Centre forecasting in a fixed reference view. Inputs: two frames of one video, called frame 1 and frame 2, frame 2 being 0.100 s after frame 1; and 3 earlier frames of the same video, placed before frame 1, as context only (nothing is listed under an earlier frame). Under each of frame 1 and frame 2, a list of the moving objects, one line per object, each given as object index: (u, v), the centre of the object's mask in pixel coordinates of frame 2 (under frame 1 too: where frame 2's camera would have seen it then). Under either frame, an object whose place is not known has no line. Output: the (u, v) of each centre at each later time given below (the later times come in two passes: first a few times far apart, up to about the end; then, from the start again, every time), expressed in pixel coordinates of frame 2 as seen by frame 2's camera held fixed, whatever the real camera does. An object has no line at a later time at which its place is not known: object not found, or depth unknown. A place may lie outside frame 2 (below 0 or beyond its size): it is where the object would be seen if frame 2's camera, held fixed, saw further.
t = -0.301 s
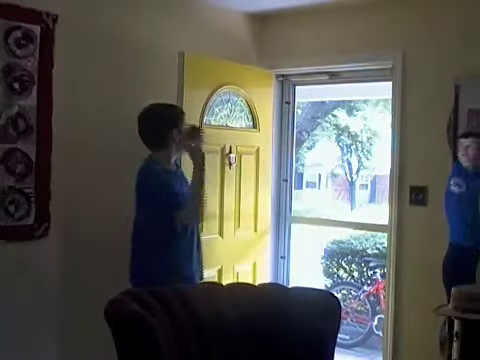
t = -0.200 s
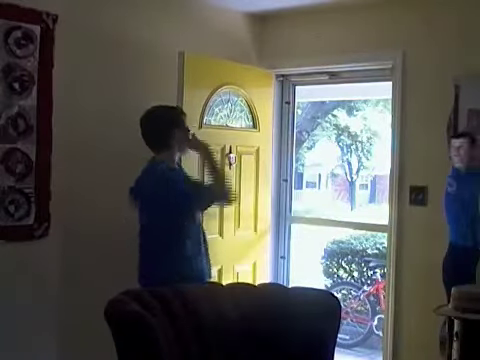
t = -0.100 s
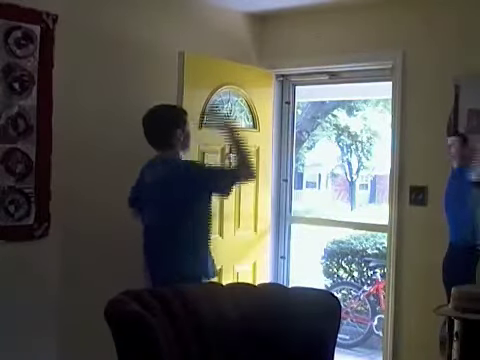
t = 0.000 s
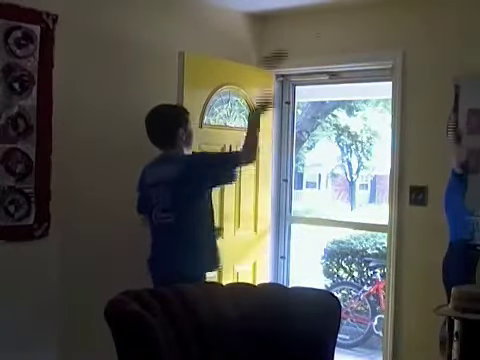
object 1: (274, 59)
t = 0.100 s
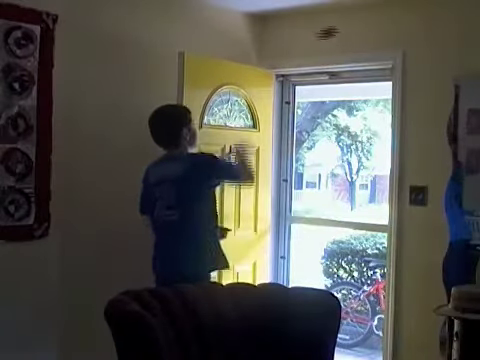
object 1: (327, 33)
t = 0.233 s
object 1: (349, 25)
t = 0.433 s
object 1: (296, 56)
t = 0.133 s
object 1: (342, 28)
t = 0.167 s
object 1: (356, 26)
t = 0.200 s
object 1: (358, 26)
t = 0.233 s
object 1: (349, 25)
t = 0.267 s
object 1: (340, 26)
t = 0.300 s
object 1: (331, 29)
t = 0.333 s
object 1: (323, 33)
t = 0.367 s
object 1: (313, 39)
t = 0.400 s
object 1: (305, 47)
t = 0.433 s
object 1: (296, 56)
